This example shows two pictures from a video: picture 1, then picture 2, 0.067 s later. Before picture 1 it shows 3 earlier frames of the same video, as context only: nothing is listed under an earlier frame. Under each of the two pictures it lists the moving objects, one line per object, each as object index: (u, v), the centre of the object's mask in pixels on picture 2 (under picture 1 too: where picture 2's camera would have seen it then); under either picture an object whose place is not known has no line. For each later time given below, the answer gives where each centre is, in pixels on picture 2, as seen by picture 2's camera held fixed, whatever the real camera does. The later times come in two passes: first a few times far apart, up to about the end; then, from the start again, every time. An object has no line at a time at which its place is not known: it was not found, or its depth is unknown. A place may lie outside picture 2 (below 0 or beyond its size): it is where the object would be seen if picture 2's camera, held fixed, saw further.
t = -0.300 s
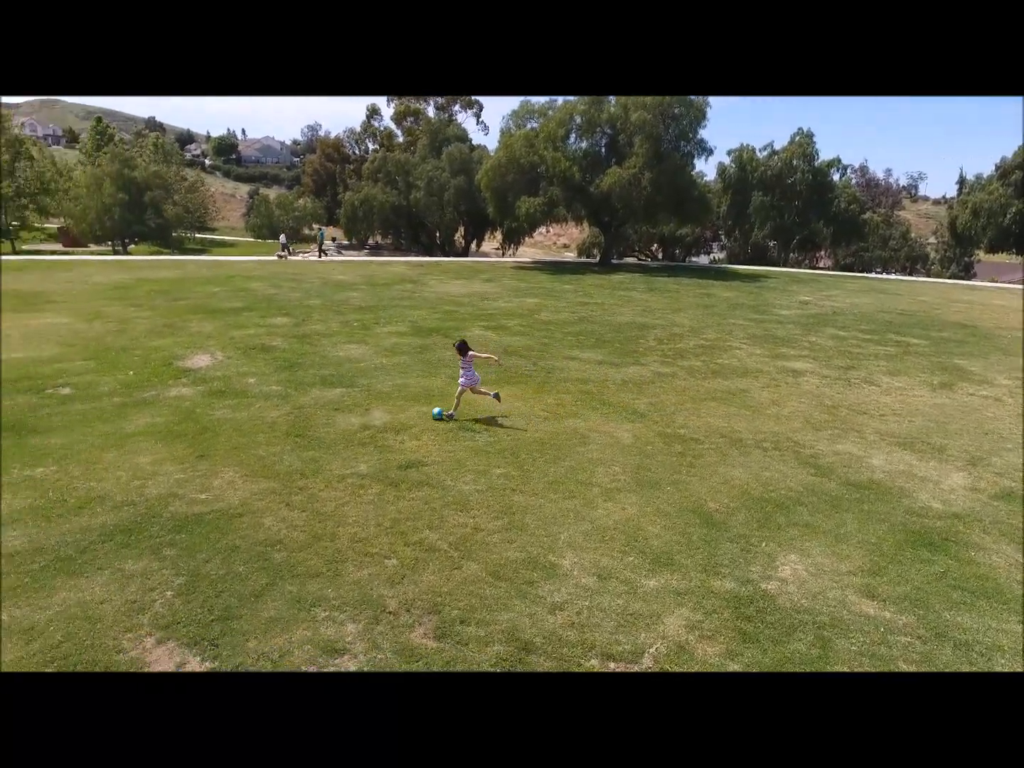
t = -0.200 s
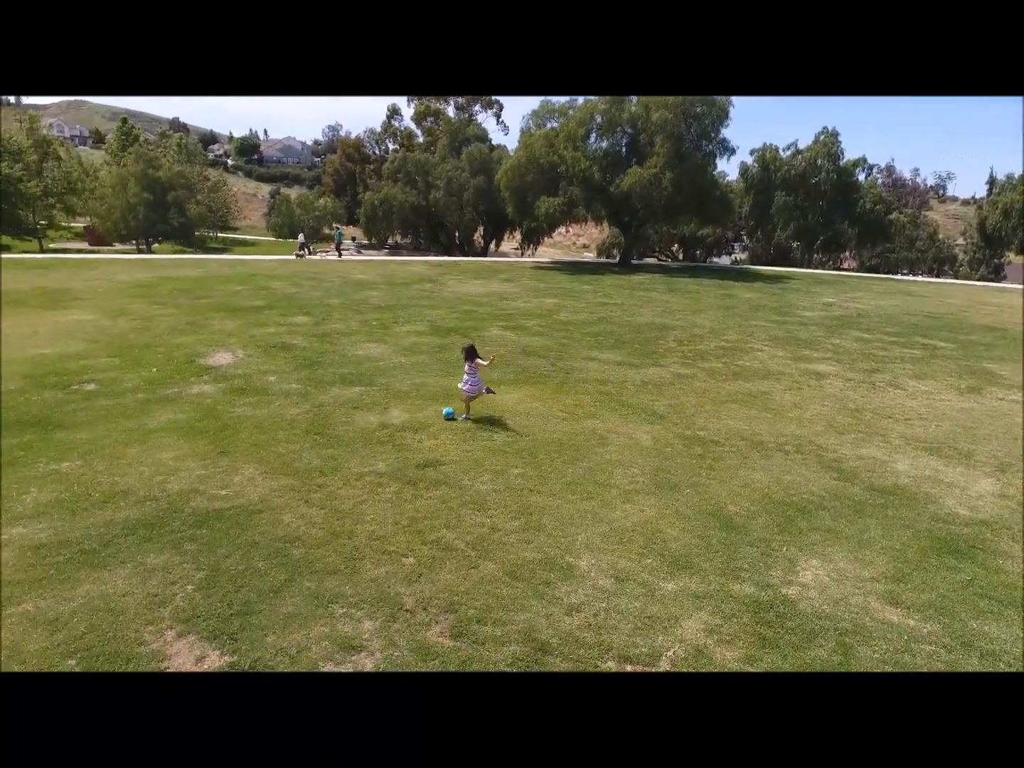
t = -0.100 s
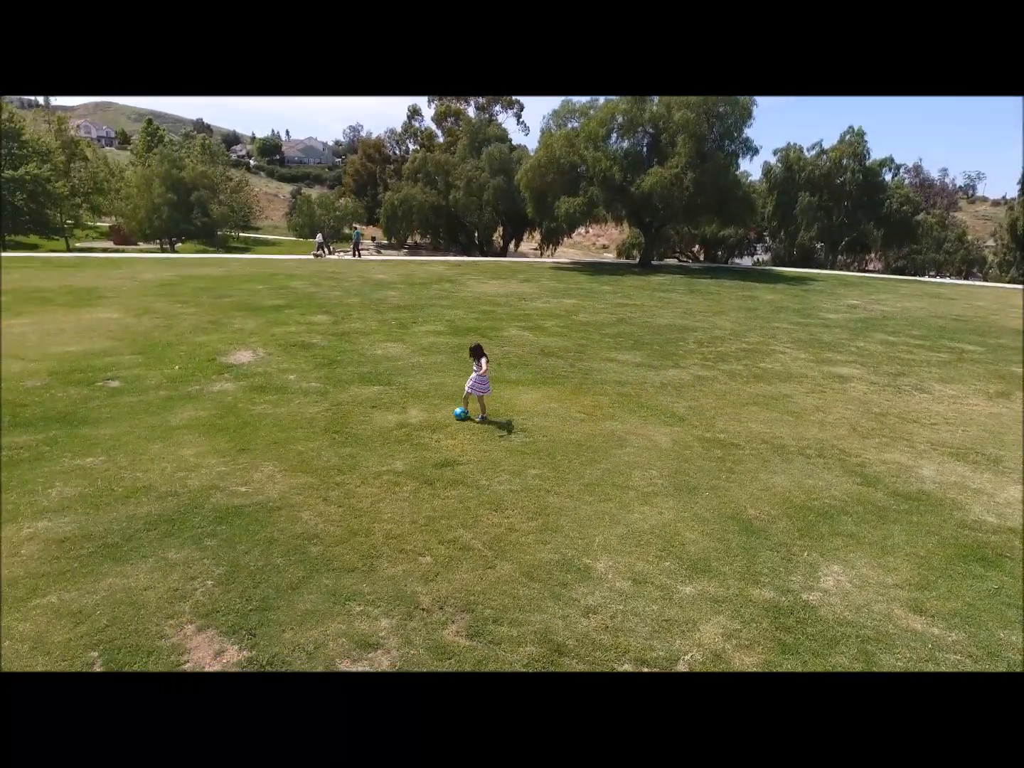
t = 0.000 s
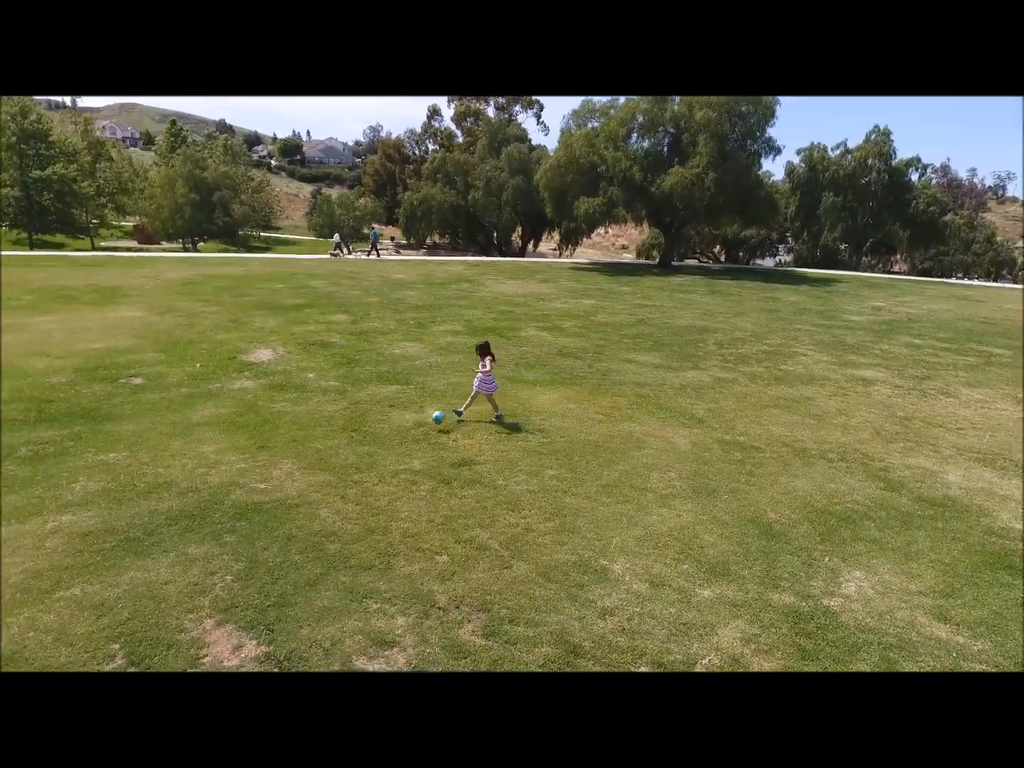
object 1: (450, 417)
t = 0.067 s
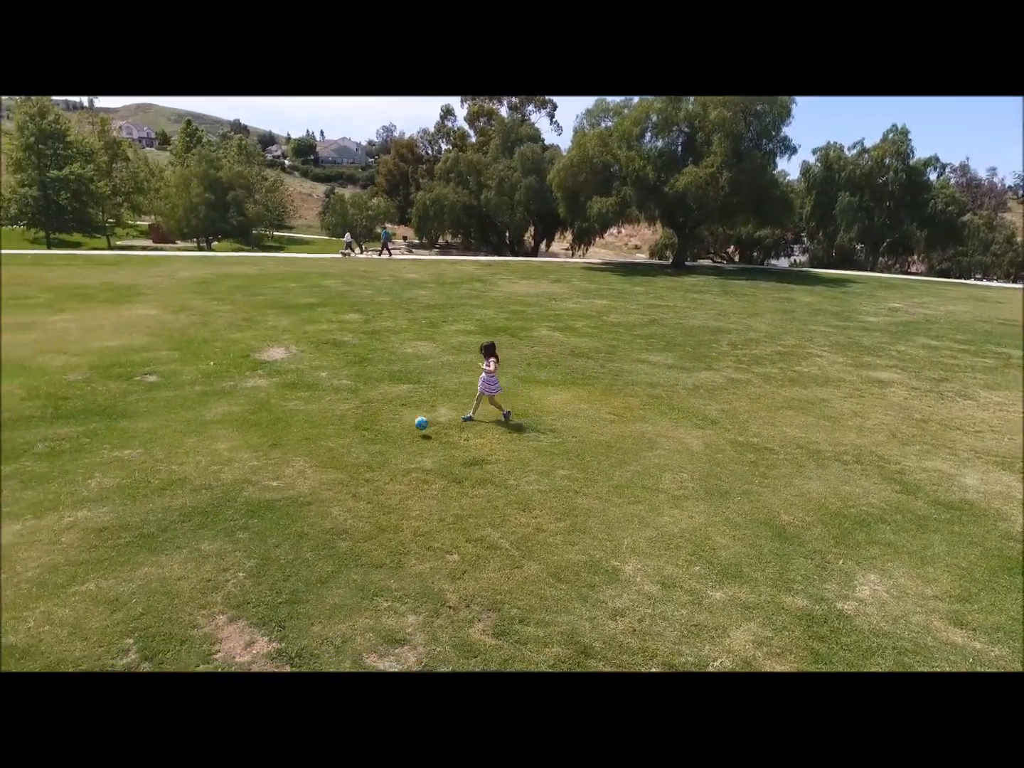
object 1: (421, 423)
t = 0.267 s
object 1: (330, 449)
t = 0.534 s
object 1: (215, 476)
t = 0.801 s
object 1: (117, 498)
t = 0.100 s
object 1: (405, 428)
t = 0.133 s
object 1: (390, 434)
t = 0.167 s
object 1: (373, 440)
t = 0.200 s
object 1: (357, 447)
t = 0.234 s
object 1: (343, 447)
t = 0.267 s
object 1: (330, 449)
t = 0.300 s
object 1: (315, 451)
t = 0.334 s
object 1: (300, 454)
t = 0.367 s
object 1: (285, 458)
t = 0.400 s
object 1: (270, 465)
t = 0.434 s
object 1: (254, 470)
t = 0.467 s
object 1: (240, 473)
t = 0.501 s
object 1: (228, 474)
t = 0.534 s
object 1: (215, 476)
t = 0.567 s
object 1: (203, 478)
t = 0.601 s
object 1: (191, 482)
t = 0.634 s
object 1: (178, 486)
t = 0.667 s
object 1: (165, 490)
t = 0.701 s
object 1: (152, 493)
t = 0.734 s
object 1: (141, 495)
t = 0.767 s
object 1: (129, 497)
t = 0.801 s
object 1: (117, 498)
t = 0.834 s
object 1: (106, 501)
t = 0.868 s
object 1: (94, 506)
